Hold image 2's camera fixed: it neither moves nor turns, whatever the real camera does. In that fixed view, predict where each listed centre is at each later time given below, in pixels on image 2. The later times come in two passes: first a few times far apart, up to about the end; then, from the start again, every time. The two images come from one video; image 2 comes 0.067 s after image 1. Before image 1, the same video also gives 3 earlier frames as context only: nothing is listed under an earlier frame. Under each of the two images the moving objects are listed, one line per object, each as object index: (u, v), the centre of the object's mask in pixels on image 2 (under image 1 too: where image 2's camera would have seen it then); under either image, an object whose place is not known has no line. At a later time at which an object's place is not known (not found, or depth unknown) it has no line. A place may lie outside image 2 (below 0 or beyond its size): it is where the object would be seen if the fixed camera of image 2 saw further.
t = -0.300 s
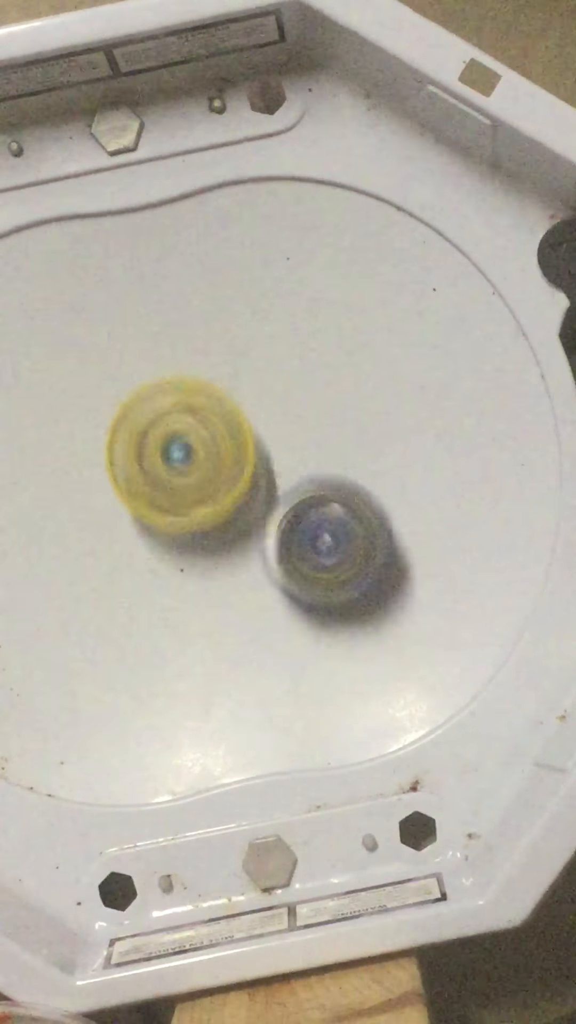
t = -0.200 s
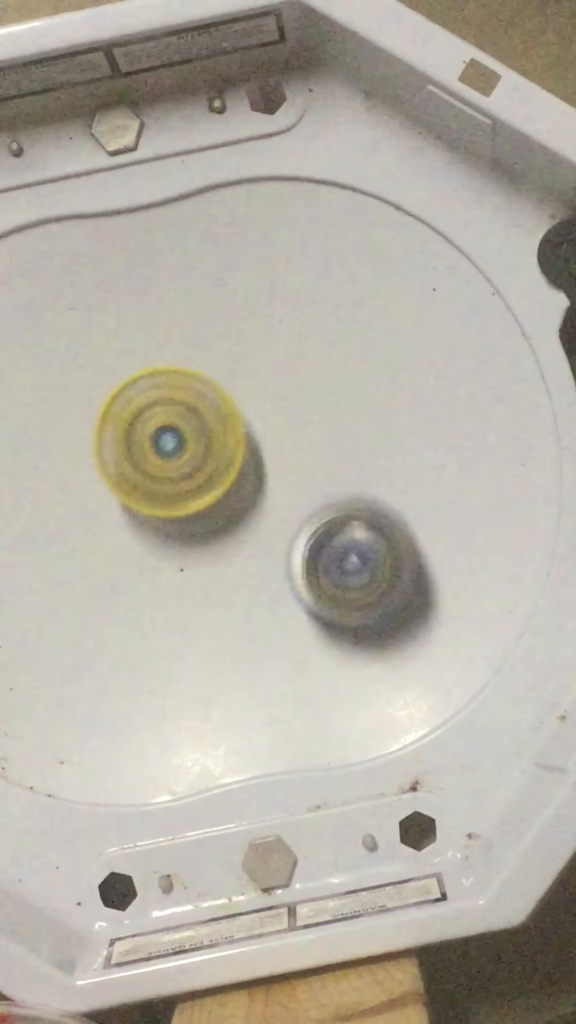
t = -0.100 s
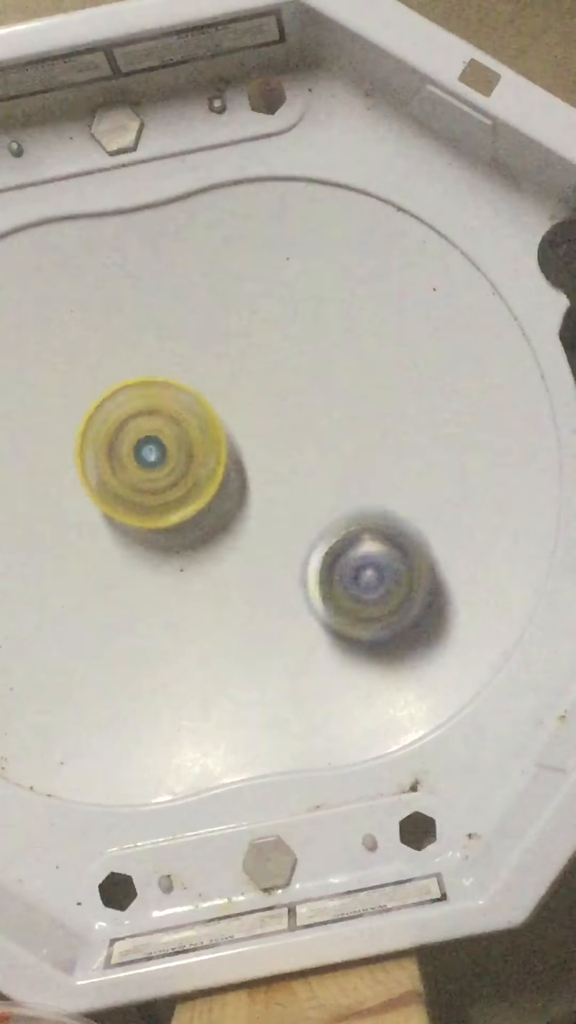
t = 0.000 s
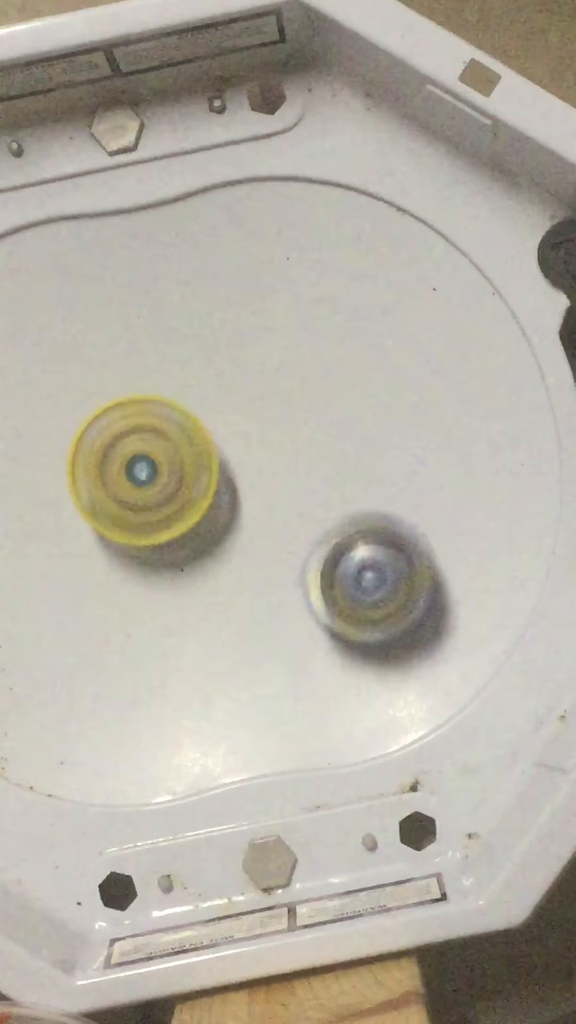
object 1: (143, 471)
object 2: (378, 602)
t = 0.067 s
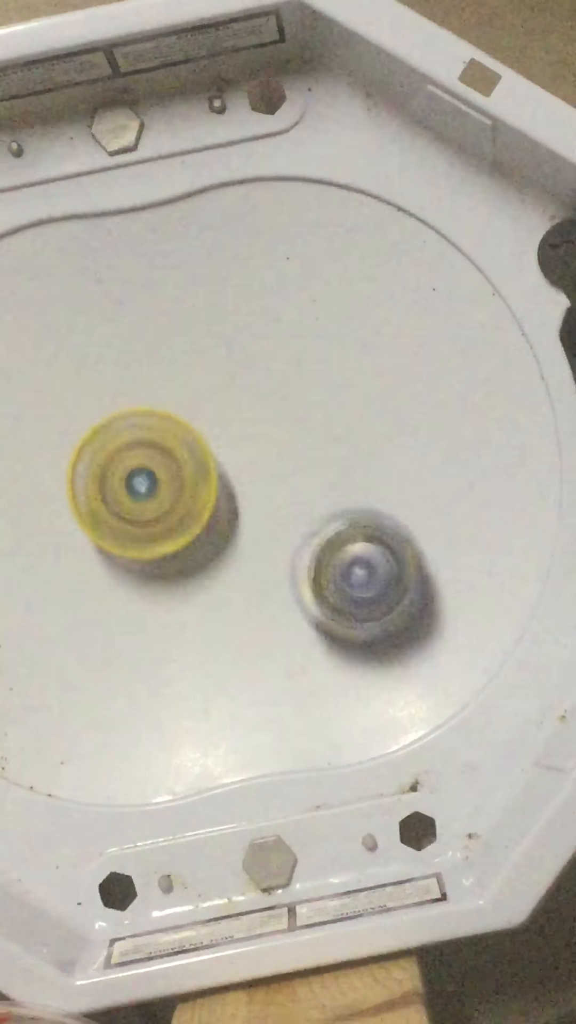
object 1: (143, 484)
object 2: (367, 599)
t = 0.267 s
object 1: (149, 506)
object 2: (309, 569)
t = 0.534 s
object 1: (97, 511)
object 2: (297, 544)
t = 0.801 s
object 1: (100, 523)
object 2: (254, 513)
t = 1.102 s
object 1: (138, 513)
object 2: (318, 516)
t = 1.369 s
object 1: (206, 445)
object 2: (351, 527)
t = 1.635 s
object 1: (185, 425)
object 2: (331, 550)
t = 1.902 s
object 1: (152, 415)
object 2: (280, 565)
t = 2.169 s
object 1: (107, 406)
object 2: (242, 585)
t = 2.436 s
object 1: (110, 452)
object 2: (227, 537)
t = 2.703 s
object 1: (120, 486)
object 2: (260, 579)
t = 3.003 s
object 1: (114, 448)
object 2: (237, 561)
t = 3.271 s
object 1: (129, 422)
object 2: (233, 527)
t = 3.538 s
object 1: (175, 440)
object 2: (226, 568)
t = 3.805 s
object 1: (235, 466)
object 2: (180, 584)
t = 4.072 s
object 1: (268, 520)
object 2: (156, 570)
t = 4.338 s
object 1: (253, 573)
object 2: (147, 520)
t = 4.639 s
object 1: (216, 576)
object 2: (134, 485)
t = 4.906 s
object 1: (217, 562)
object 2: (129, 475)
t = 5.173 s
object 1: (236, 545)
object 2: (128, 477)
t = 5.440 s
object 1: (263, 523)
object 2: (132, 480)
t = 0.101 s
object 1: (144, 491)
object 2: (363, 594)
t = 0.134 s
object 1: (145, 497)
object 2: (353, 588)
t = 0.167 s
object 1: (147, 502)
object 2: (344, 585)
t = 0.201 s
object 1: (148, 505)
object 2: (334, 578)
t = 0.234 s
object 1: (149, 505)
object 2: (322, 573)
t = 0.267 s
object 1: (149, 506)
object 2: (309, 569)
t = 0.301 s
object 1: (150, 507)
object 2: (299, 562)
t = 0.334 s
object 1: (137, 501)
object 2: (297, 562)
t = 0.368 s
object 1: (126, 498)
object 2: (299, 560)
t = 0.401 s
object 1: (118, 500)
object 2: (301, 559)
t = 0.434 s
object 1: (111, 502)
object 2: (301, 556)
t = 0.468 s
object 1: (105, 505)
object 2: (301, 552)
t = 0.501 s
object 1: (100, 508)
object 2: (298, 550)
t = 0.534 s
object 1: (97, 511)
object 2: (297, 544)
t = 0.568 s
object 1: (94, 513)
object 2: (291, 541)
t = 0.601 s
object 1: (92, 514)
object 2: (289, 537)
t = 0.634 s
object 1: (91, 517)
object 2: (281, 534)
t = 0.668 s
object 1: (90, 518)
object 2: (278, 528)
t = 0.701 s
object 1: (91, 521)
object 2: (269, 524)
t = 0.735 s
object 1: (93, 522)
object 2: (266, 519)
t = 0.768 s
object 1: (96, 523)
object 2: (257, 513)
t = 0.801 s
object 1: (100, 523)
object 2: (254, 513)
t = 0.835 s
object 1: (103, 523)
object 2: (250, 518)
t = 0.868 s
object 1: (105, 523)
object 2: (252, 516)
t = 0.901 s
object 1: (109, 521)
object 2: (260, 527)
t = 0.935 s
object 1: (112, 521)
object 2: (269, 525)
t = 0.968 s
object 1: (116, 520)
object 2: (282, 521)
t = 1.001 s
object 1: (121, 518)
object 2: (295, 521)
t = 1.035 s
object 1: (126, 516)
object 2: (301, 520)
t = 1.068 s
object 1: (132, 514)
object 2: (313, 518)
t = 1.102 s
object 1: (138, 513)
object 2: (318, 516)
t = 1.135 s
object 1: (147, 512)
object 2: (327, 516)
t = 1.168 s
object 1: (154, 511)
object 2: (332, 515)
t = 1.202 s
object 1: (161, 493)
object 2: (341, 515)
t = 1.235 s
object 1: (167, 480)
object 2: (346, 517)
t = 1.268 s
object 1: (175, 468)
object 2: (347, 519)
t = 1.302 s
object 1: (187, 457)
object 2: (350, 519)
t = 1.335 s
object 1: (200, 451)
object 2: (346, 521)
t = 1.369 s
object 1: (206, 445)
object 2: (351, 527)
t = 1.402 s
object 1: (206, 440)
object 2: (351, 532)
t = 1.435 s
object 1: (201, 436)
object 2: (348, 532)
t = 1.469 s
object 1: (197, 433)
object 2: (352, 534)
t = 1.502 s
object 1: (194, 429)
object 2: (349, 539)
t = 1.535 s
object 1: (191, 426)
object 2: (343, 543)
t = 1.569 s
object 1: (189, 425)
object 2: (346, 546)
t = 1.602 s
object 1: (187, 425)
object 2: (338, 548)
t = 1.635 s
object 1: (185, 425)
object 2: (331, 550)
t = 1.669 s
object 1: (183, 426)
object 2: (325, 552)
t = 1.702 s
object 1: (181, 428)
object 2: (317, 551)
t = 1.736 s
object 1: (180, 431)
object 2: (310, 547)
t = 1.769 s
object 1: (179, 434)
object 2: (299, 536)
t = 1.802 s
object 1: (177, 434)
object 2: (293, 537)
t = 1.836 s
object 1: (170, 429)
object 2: (285, 549)
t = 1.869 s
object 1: (160, 419)
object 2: (282, 561)
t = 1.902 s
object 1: (152, 415)
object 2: (280, 565)
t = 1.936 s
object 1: (144, 410)
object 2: (281, 567)
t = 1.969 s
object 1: (137, 406)
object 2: (281, 575)
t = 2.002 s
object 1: (130, 402)
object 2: (272, 585)
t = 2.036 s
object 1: (123, 401)
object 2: (263, 591)
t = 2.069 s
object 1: (118, 401)
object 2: (260, 589)
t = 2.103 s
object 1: (114, 401)
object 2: (258, 586)
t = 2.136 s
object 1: (110, 403)
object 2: (251, 587)
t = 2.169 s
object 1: (107, 406)
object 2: (242, 585)
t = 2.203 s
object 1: (105, 410)
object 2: (235, 575)
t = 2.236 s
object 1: (104, 415)
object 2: (236, 565)
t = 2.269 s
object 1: (103, 422)
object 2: (235, 557)
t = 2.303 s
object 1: (105, 429)
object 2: (232, 551)
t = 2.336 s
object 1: (106, 436)
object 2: (229, 542)
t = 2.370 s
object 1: (108, 444)
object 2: (226, 535)
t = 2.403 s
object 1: (110, 451)
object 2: (225, 532)
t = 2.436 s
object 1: (110, 452)
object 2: (227, 537)
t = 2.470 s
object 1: (109, 457)
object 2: (232, 542)
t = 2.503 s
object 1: (108, 460)
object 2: (234, 546)
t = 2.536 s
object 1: (109, 464)
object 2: (242, 550)
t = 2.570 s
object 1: (110, 467)
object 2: (246, 553)
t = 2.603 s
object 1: (111, 472)
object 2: (253, 556)
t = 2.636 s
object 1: (114, 477)
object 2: (258, 562)
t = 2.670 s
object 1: (116, 481)
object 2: (261, 571)
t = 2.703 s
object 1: (120, 486)
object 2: (260, 579)
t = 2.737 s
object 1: (124, 491)
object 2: (254, 582)
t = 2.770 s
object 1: (128, 493)
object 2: (252, 581)
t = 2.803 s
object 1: (130, 492)
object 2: (256, 583)
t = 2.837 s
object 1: (128, 482)
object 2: (249, 588)
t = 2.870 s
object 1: (124, 476)
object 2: (245, 585)
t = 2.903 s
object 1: (120, 468)
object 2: (239, 578)
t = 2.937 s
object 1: (118, 462)
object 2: (239, 568)
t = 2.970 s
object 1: (116, 454)
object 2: (237, 565)
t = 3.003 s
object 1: (114, 448)
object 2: (237, 561)
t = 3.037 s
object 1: (114, 442)
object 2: (236, 562)
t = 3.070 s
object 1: (114, 436)
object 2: (235, 555)
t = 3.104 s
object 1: (115, 432)
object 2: (234, 553)
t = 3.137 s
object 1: (117, 429)
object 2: (235, 547)
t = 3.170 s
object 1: (119, 425)
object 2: (235, 543)
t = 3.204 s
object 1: (121, 424)
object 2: (234, 538)
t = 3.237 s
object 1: (125, 422)
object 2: (234, 530)
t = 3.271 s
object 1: (129, 422)
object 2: (233, 527)
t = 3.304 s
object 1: (134, 423)
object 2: (235, 530)
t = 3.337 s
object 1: (140, 424)
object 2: (236, 534)
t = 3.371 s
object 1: (145, 426)
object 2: (235, 537)
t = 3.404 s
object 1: (151, 427)
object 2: (236, 545)
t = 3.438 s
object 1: (158, 429)
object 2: (235, 552)
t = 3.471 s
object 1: (162, 433)
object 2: (232, 559)
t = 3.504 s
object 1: (170, 436)
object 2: (229, 564)
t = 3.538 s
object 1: (175, 440)
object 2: (226, 568)
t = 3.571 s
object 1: (182, 442)
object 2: (222, 572)
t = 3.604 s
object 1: (189, 444)
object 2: (218, 575)
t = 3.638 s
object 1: (196, 446)
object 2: (212, 583)
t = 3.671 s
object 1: (203, 449)
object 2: (203, 587)
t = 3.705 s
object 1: (210, 452)
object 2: (195, 587)
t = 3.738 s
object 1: (218, 456)
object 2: (190, 586)
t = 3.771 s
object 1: (226, 461)
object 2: (185, 585)
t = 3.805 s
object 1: (235, 466)
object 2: (180, 584)
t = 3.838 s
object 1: (241, 473)
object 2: (173, 583)
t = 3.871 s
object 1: (245, 478)
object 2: (165, 580)
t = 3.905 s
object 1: (251, 484)
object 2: (164, 577)
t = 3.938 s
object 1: (255, 491)
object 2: (163, 575)
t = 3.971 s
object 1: (259, 498)
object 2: (163, 574)
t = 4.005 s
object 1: (262, 505)
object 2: (161, 574)
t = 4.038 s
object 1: (265, 512)
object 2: (160, 573)
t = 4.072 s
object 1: (268, 520)
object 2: (156, 570)
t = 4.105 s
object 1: (269, 529)
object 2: (153, 565)
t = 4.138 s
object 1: (268, 536)
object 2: (149, 559)
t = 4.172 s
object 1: (267, 543)
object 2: (148, 553)
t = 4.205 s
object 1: (265, 549)
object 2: (148, 548)
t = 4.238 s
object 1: (264, 555)
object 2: (147, 544)
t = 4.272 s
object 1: (262, 562)
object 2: (144, 537)
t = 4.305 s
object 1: (259, 569)
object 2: (146, 531)
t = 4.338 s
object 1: (253, 573)
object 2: (147, 520)
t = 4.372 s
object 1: (250, 576)
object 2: (152, 512)
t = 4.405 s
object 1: (244, 578)
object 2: (156, 505)
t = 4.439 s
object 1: (239, 579)
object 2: (156, 499)
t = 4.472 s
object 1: (235, 583)
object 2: (155, 492)
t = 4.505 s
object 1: (232, 586)
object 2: (152, 485)
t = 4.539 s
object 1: (224, 586)
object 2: (150, 483)
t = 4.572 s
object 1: (219, 580)
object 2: (146, 483)
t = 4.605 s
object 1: (219, 576)
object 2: (139, 484)
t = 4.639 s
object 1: (216, 576)
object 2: (134, 485)
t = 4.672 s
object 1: (212, 575)
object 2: (132, 483)
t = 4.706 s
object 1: (209, 572)
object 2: (131, 479)
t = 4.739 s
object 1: (208, 573)
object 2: (130, 476)
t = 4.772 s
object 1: (209, 571)
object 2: (131, 475)
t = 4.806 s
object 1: (212, 567)
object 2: (130, 475)
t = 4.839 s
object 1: (215, 566)
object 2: (130, 476)
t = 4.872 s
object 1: (216, 565)
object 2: (130, 476)
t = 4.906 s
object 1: (217, 562)
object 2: (129, 475)
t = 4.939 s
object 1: (219, 562)
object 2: (129, 473)
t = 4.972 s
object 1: (220, 562)
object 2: (130, 472)
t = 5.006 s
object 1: (221, 559)
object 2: (130, 472)
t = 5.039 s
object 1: (225, 556)
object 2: (129, 473)
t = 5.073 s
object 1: (229, 555)
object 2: (128, 476)
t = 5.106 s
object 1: (231, 554)
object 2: (128, 476)
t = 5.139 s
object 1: (232, 551)
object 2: (129, 476)
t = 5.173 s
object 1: (236, 545)
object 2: (128, 477)
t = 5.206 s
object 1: (242, 543)
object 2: (129, 477)
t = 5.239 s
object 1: (244, 541)
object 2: (130, 478)
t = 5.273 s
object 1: (246, 538)
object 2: (130, 478)
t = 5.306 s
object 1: (249, 534)
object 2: (130, 479)
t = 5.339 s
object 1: (252, 529)
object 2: (130, 479)
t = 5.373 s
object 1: (258, 525)
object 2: (131, 480)
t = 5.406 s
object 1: (261, 525)
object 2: (132, 480)
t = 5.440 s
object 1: (263, 523)
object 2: (132, 480)
